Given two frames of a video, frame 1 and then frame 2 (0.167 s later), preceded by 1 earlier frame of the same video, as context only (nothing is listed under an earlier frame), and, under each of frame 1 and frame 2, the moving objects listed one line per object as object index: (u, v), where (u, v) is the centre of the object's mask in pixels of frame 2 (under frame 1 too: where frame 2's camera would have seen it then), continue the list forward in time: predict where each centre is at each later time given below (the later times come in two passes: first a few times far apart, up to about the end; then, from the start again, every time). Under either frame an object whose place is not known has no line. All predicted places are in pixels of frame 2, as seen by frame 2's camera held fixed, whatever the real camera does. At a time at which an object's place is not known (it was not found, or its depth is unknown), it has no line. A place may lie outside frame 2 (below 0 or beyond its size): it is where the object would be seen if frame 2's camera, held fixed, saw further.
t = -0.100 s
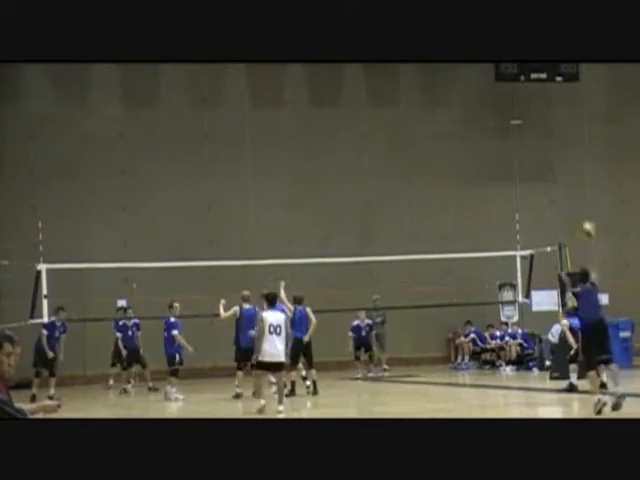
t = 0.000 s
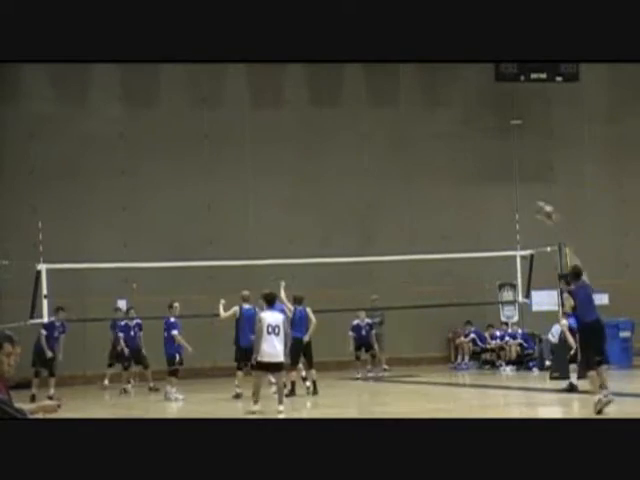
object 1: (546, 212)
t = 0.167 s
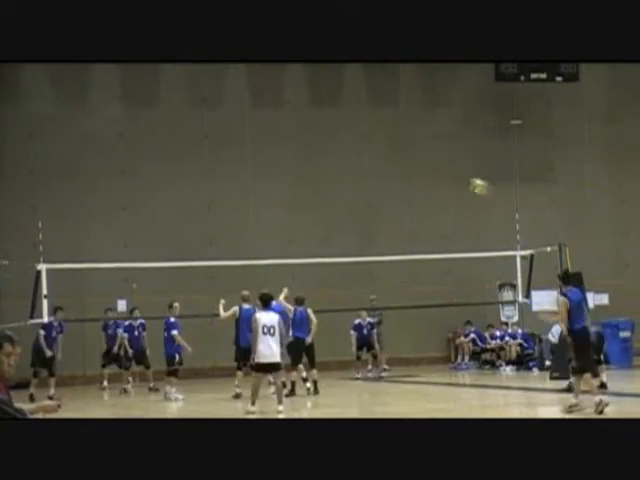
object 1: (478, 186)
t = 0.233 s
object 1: (457, 181)
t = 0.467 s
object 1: (399, 188)
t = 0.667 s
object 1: (361, 211)
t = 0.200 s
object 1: (467, 183)
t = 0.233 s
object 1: (457, 181)
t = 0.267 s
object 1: (448, 180)
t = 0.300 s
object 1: (438, 180)
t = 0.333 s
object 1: (429, 178)
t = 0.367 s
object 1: (421, 180)
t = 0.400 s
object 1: (412, 182)
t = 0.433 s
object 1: (405, 186)
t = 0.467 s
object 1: (399, 188)
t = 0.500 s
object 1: (391, 191)
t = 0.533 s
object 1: (384, 194)
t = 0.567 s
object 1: (378, 198)
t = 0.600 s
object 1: (373, 202)
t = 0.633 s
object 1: (366, 206)
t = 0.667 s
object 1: (361, 211)
